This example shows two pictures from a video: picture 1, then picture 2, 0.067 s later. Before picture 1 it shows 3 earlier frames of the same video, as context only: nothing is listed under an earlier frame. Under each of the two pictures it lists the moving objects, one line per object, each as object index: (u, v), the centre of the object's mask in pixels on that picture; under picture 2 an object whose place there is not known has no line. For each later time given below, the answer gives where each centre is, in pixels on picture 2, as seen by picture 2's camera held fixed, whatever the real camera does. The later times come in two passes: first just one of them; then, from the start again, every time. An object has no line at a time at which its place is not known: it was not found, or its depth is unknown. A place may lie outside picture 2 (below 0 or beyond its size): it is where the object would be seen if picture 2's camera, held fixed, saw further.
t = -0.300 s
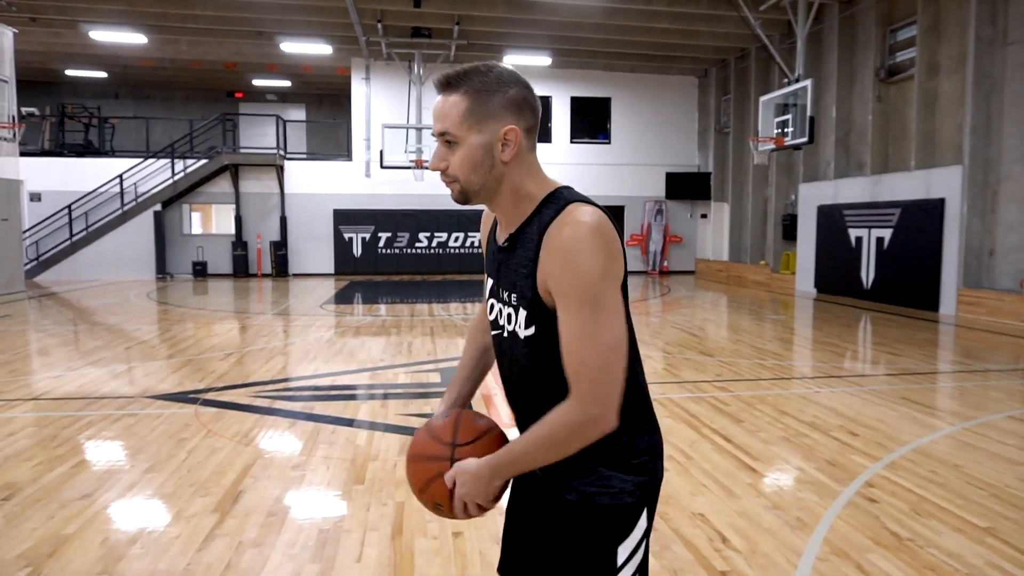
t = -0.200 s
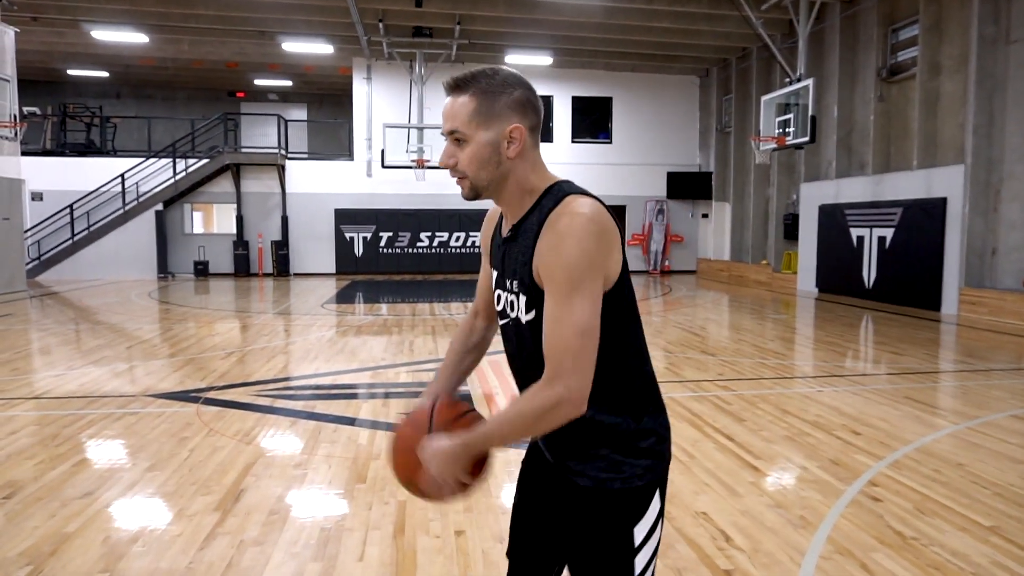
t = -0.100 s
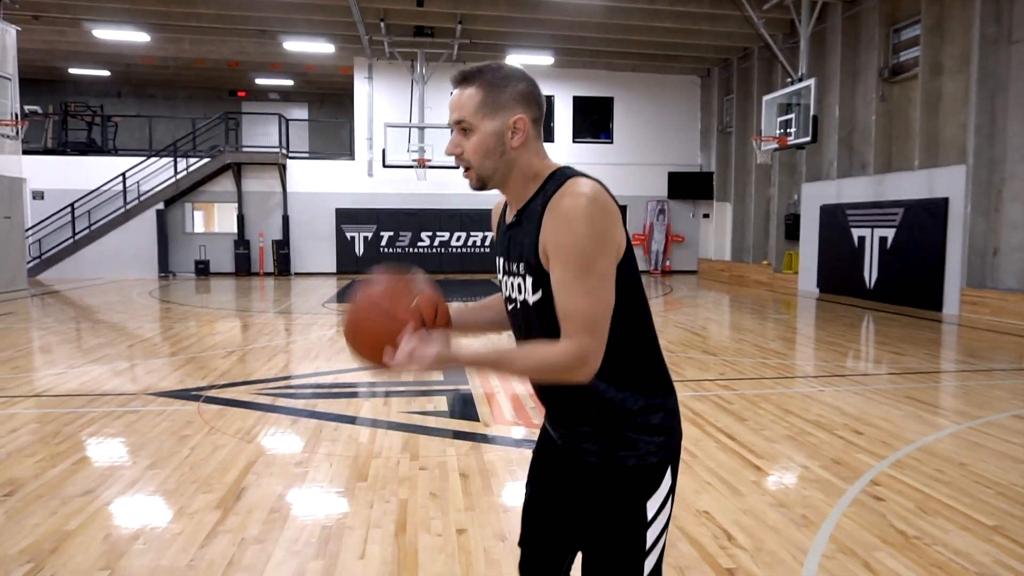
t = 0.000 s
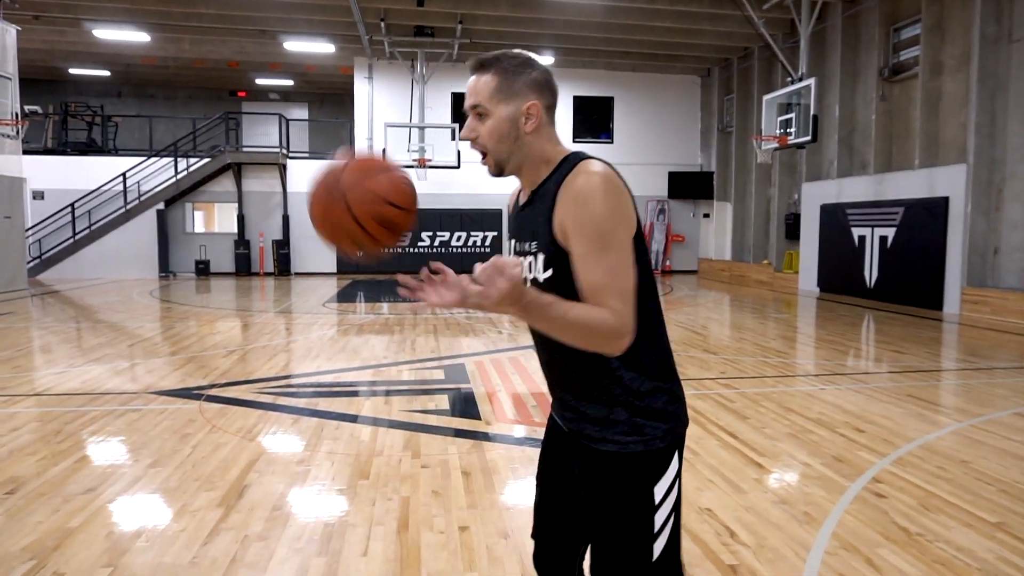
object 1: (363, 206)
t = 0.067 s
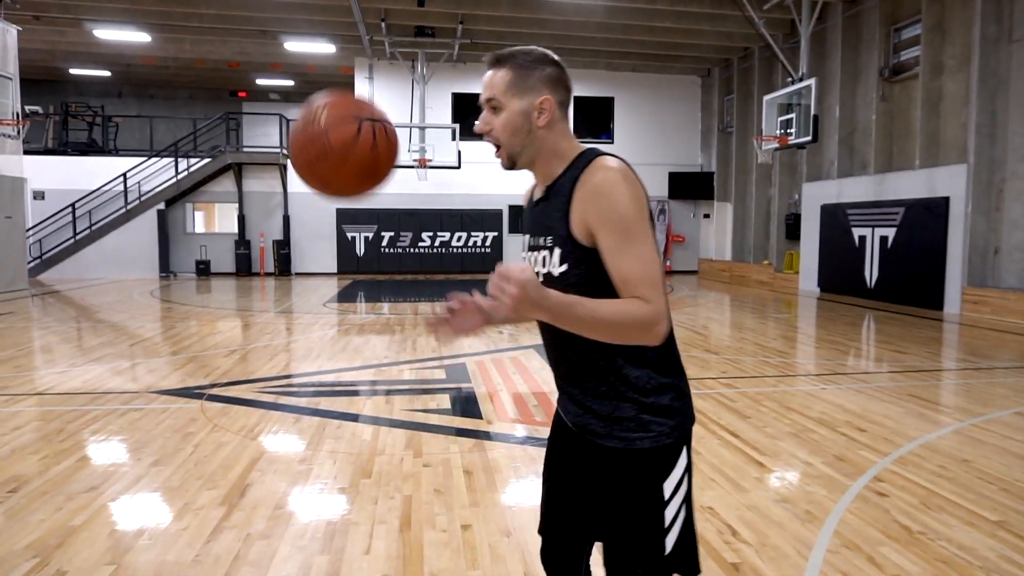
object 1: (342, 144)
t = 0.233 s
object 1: (291, 91)
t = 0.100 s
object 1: (331, 124)
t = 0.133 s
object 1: (320, 109)
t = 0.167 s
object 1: (310, 99)
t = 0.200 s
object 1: (300, 92)
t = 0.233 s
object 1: (291, 91)
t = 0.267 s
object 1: (282, 95)
